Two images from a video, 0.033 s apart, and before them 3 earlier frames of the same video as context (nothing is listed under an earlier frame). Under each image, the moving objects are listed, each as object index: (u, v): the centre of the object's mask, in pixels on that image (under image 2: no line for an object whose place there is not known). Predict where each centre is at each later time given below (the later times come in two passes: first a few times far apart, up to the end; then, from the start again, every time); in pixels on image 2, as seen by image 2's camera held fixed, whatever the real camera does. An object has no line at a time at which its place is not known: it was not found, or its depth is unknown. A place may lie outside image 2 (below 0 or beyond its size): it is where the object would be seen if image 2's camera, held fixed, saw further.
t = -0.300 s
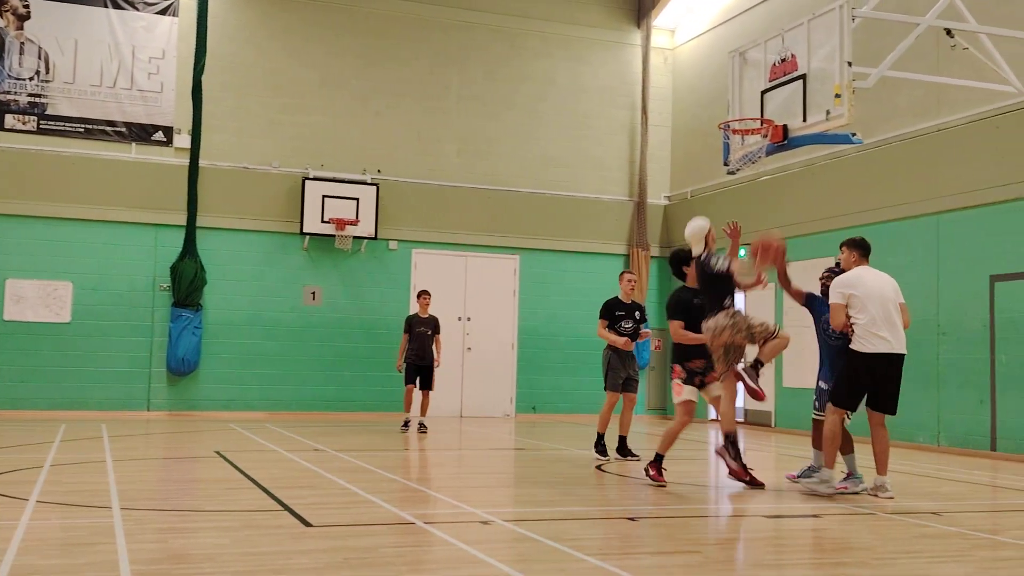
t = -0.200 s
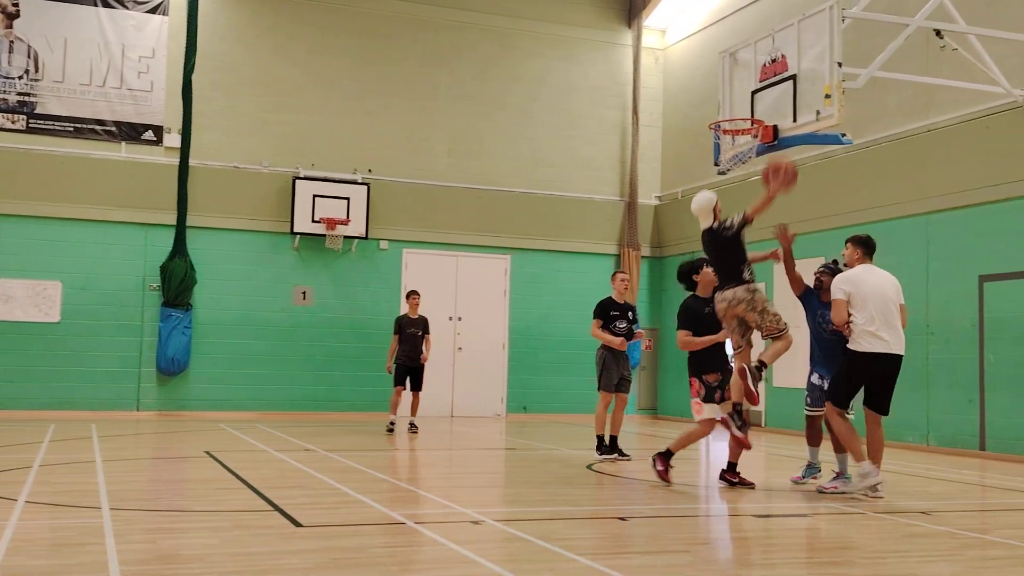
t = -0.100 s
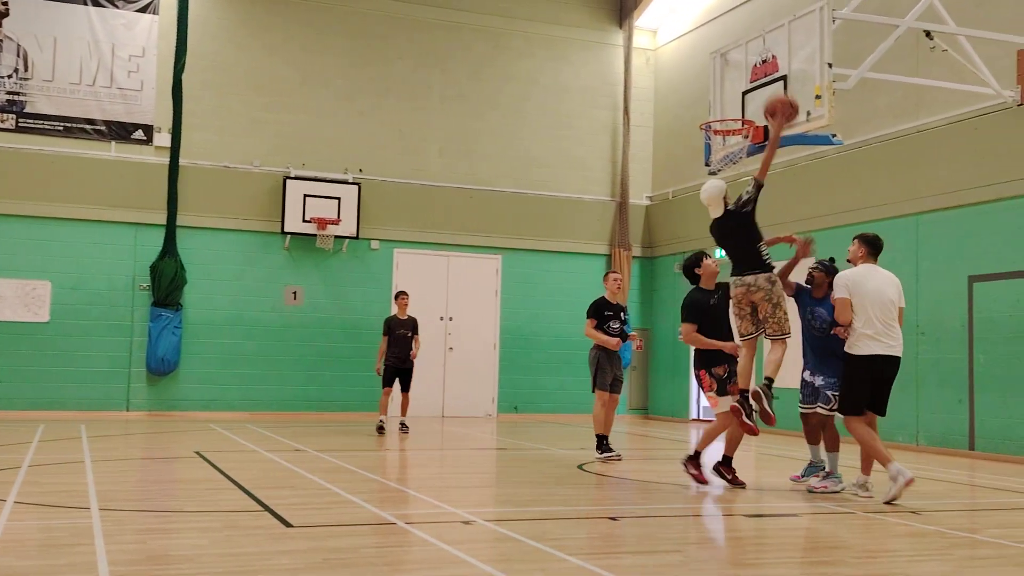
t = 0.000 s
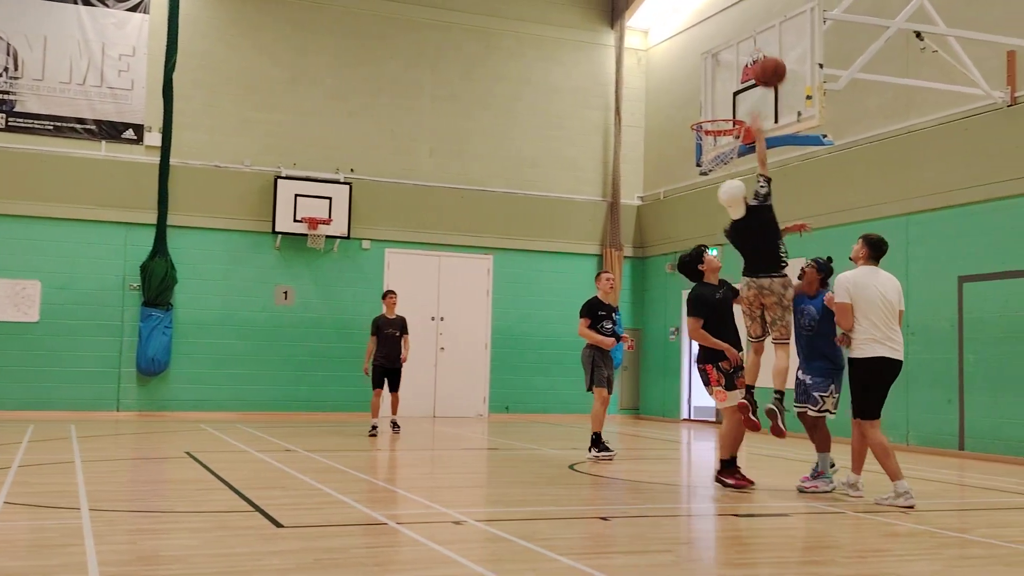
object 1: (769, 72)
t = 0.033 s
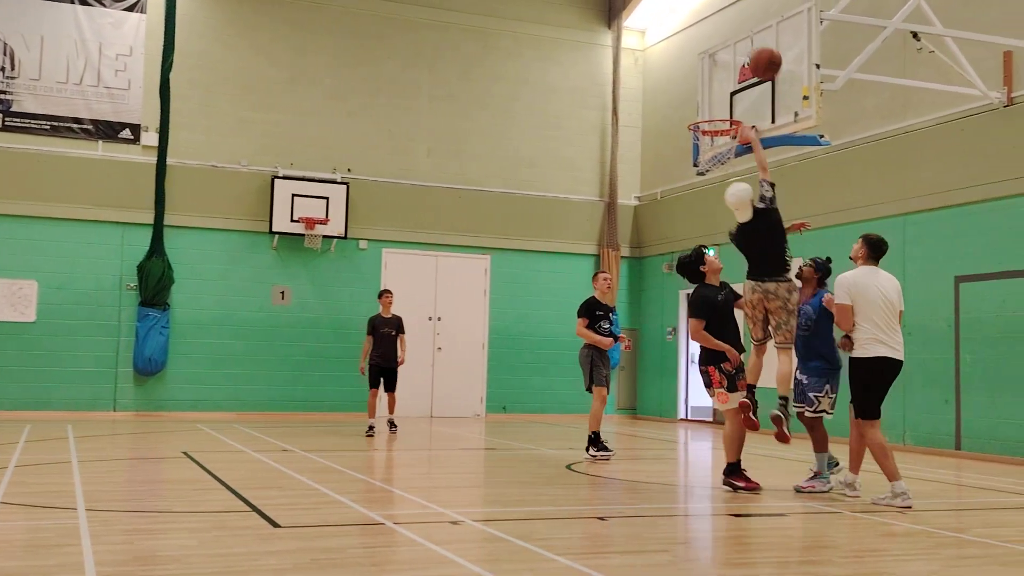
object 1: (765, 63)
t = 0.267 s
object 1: (758, 42)
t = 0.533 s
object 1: (747, 93)
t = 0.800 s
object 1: (723, 111)
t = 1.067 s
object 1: (719, 112)
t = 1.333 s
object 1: (695, 109)
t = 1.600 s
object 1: (683, 130)
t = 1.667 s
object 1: (679, 148)
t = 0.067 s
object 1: (764, 56)
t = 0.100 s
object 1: (763, 50)
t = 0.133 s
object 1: (762, 45)
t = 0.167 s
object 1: (761, 42)
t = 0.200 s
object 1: (760, 41)
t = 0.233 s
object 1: (759, 41)
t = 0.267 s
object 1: (758, 42)
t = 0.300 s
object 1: (757, 45)
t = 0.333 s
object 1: (756, 48)
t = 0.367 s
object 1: (755, 53)
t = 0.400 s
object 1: (754, 59)
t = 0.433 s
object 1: (752, 67)
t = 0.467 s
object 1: (751, 75)
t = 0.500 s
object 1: (751, 83)
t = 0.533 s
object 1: (747, 93)
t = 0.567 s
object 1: (738, 101)
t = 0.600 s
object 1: (730, 108)
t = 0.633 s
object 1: (721, 121)
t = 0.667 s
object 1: (710, 123)
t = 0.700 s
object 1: (703, 125)
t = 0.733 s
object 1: (706, 122)
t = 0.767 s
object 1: (714, 120)
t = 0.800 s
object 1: (723, 111)
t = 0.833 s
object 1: (730, 110)
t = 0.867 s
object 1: (734, 110)
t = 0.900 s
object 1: (738, 109)
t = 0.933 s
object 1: (742, 109)
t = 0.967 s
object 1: (740, 110)
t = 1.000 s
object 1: (733, 110)
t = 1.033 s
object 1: (725, 111)
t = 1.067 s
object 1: (719, 112)
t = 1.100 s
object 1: (713, 116)
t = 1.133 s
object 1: (708, 115)
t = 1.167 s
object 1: (703, 116)
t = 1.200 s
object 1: (699, 115)
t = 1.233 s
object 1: (697, 113)
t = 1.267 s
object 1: (696, 112)
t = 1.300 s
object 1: (695, 110)
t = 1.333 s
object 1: (695, 109)
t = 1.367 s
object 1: (694, 109)
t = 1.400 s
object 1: (693, 108)
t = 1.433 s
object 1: (691, 109)
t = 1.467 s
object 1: (690, 110)
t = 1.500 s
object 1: (688, 113)
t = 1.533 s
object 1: (686, 118)
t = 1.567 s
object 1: (685, 123)
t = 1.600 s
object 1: (683, 130)
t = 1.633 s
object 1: (682, 138)
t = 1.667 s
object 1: (679, 148)
